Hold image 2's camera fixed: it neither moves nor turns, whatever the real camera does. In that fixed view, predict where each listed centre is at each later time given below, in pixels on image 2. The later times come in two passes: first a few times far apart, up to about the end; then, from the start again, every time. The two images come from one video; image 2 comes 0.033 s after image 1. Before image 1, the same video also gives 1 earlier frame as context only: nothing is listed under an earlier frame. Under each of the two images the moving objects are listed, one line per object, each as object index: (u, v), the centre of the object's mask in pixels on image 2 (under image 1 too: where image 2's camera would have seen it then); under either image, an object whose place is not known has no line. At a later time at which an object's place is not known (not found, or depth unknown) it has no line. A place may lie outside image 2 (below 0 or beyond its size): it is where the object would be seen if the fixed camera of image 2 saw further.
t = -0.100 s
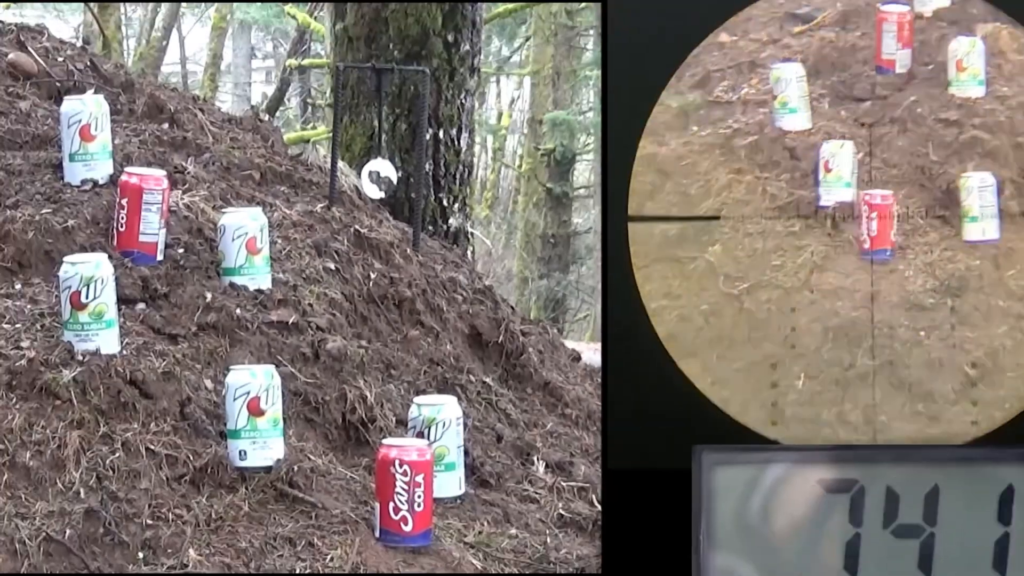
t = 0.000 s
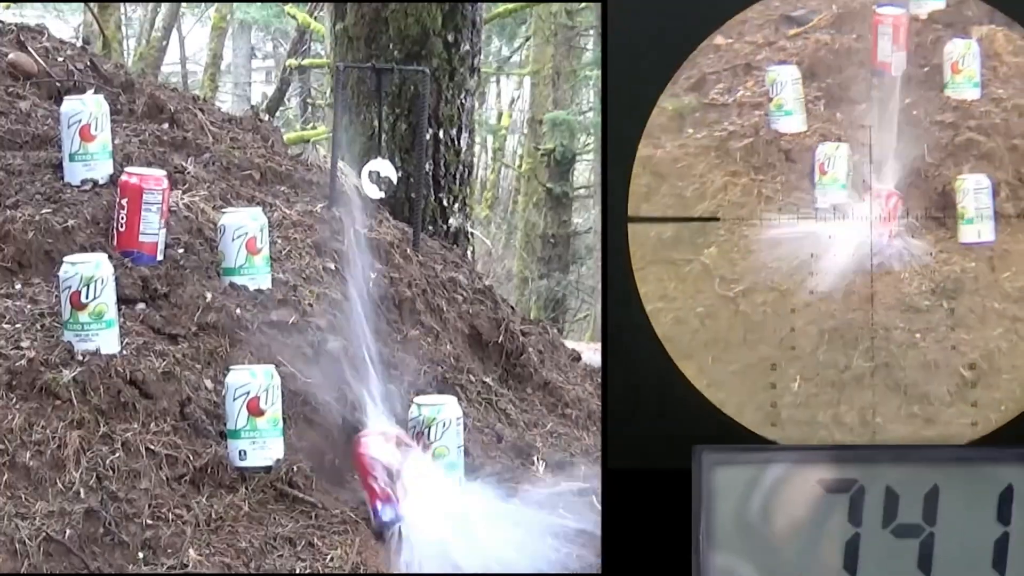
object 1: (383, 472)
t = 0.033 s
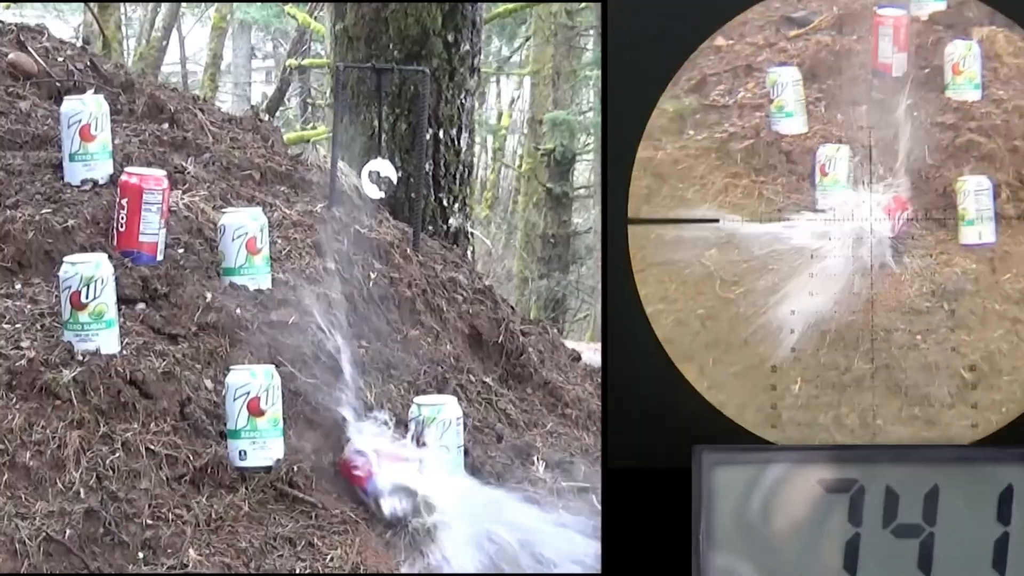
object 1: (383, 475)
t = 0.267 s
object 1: (393, 480)
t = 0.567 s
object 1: (482, 497)
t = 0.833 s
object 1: (566, 527)
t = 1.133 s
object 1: (568, 532)
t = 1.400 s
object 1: (569, 530)
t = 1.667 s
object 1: (568, 530)
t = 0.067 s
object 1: (366, 478)
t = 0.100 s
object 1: (372, 465)
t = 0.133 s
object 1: (368, 464)
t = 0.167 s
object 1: (370, 468)
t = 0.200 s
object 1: (377, 469)
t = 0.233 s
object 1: (384, 476)
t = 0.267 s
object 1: (393, 480)
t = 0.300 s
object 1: (400, 480)
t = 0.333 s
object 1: (410, 483)
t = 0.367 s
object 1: (423, 489)
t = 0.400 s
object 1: (438, 494)
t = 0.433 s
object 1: (449, 500)
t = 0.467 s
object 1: (451, 498)
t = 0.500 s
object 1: (460, 495)
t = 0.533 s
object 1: (472, 497)
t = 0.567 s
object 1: (482, 497)
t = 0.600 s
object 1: (493, 500)
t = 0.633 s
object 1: (509, 506)
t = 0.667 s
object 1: (525, 515)
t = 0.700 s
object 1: (535, 515)
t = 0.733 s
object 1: (543, 514)
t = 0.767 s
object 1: (550, 517)
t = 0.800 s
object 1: (560, 523)
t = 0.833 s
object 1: (566, 527)
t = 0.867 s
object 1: (569, 529)
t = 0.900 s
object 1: (569, 531)
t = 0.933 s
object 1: (569, 531)
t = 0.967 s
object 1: (569, 532)
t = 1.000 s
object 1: (568, 532)
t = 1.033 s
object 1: (568, 532)
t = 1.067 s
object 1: (568, 532)
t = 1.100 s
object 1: (568, 532)
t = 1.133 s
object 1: (568, 532)
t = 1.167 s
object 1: (568, 530)
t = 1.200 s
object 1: (569, 530)
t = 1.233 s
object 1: (568, 532)
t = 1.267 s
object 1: (569, 530)
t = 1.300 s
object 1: (568, 532)
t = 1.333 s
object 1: (569, 530)
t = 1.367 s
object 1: (569, 530)
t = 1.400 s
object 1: (569, 530)
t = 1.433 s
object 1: (568, 529)
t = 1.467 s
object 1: (568, 530)
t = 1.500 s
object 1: (568, 529)
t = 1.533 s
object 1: (568, 530)
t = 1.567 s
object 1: (568, 531)
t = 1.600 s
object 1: (568, 530)
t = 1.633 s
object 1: (568, 530)
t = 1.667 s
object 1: (568, 530)
